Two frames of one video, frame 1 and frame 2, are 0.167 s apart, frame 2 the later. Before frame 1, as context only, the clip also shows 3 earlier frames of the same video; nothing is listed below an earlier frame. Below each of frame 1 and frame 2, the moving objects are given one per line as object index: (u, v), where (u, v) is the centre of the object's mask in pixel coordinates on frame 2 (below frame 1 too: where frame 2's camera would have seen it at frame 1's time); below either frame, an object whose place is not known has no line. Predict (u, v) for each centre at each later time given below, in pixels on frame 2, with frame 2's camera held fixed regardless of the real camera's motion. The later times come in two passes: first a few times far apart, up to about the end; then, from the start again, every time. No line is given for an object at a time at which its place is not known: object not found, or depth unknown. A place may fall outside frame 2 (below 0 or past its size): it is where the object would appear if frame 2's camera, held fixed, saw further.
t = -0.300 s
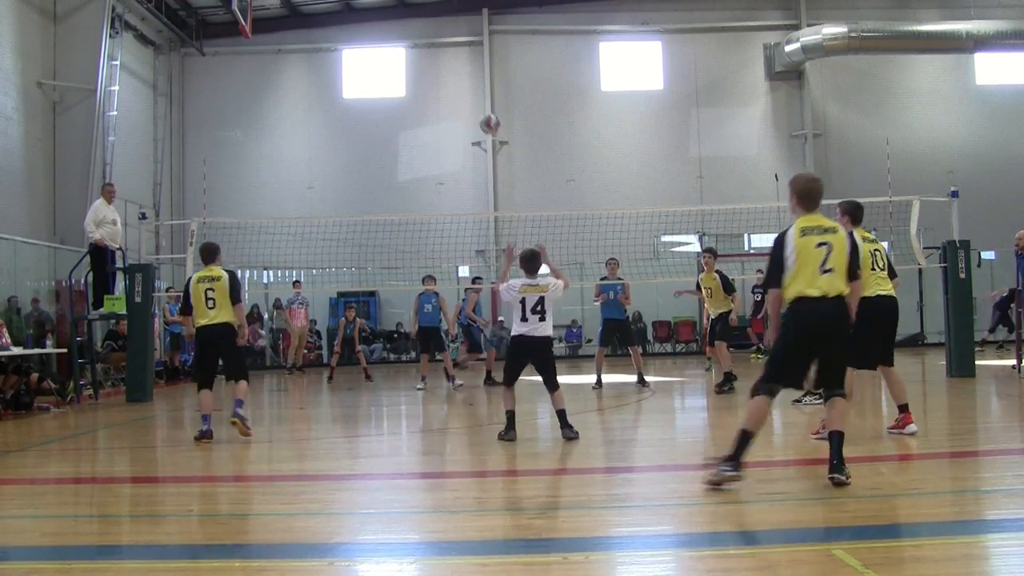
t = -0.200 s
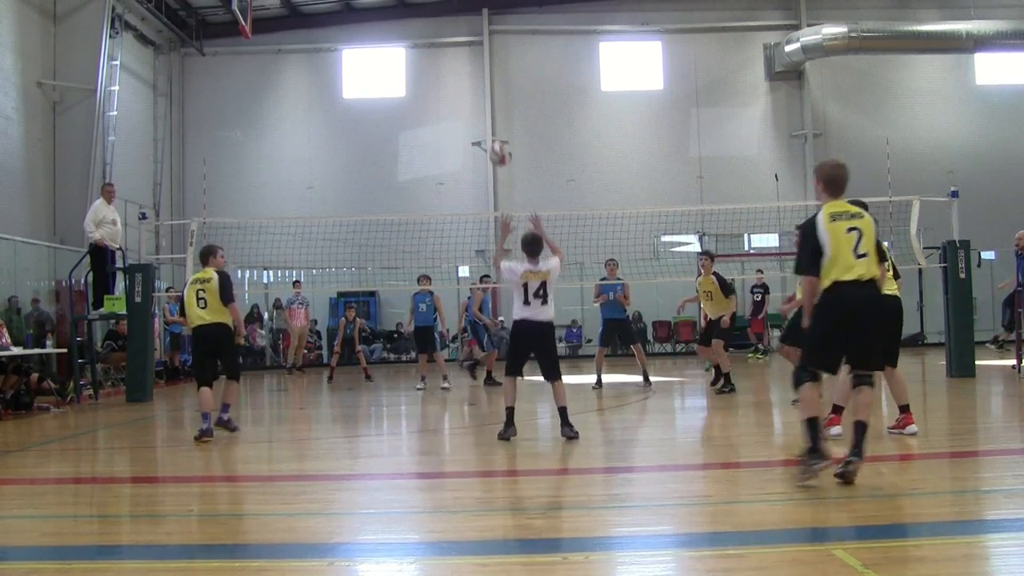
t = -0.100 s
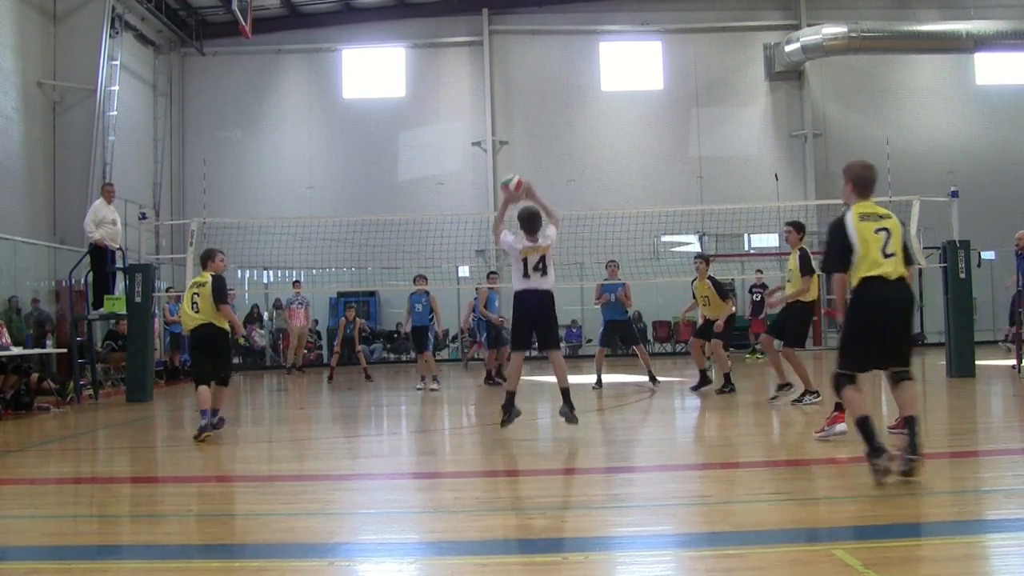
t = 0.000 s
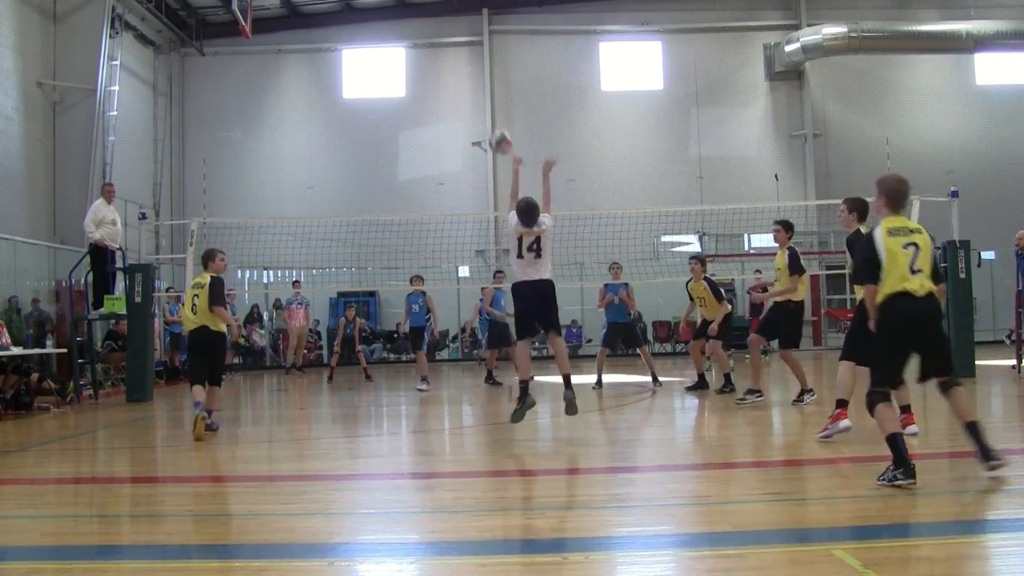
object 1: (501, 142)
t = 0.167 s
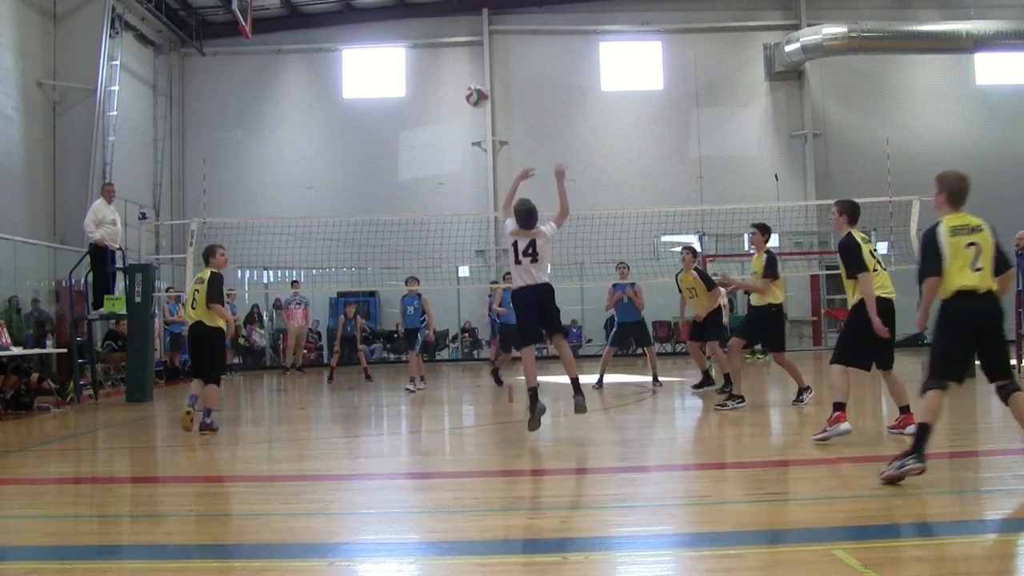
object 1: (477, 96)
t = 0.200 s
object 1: (472, 90)
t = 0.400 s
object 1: (450, 83)
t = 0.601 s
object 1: (429, 119)
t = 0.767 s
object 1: (413, 175)
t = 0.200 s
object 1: (472, 90)
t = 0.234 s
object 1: (468, 86)
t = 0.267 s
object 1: (465, 83)
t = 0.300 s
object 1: (460, 82)
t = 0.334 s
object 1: (457, 81)
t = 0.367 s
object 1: (453, 81)
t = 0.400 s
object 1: (450, 83)
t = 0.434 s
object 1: (446, 87)
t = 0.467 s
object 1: (443, 91)
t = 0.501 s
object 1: (439, 96)
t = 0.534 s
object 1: (435, 103)
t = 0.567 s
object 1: (432, 110)
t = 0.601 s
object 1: (429, 119)
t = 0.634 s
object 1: (426, 128)
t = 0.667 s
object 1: (422, 138)
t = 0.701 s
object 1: (419, 150)
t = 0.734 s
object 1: (416, 163)
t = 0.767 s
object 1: (413, 175)
